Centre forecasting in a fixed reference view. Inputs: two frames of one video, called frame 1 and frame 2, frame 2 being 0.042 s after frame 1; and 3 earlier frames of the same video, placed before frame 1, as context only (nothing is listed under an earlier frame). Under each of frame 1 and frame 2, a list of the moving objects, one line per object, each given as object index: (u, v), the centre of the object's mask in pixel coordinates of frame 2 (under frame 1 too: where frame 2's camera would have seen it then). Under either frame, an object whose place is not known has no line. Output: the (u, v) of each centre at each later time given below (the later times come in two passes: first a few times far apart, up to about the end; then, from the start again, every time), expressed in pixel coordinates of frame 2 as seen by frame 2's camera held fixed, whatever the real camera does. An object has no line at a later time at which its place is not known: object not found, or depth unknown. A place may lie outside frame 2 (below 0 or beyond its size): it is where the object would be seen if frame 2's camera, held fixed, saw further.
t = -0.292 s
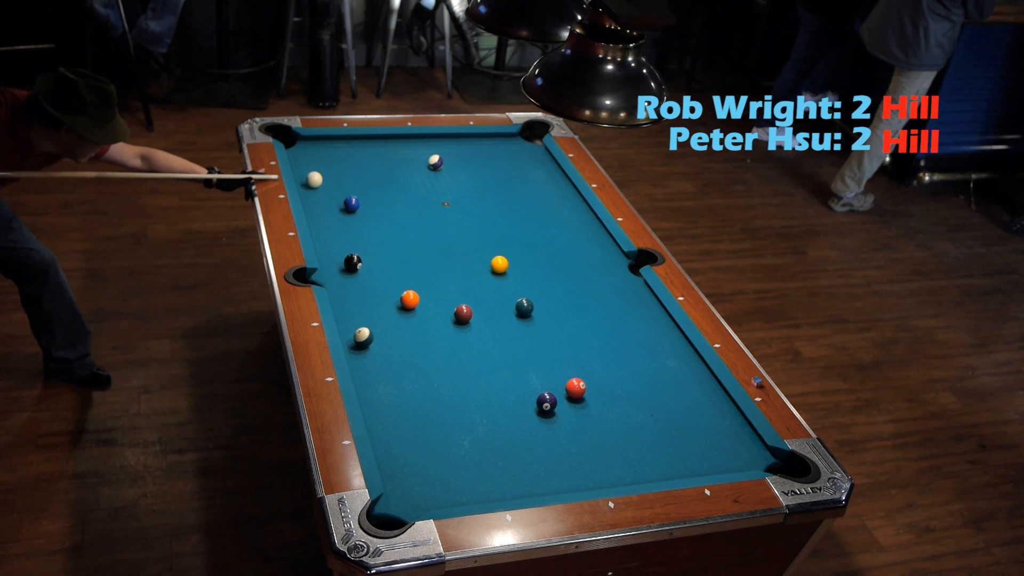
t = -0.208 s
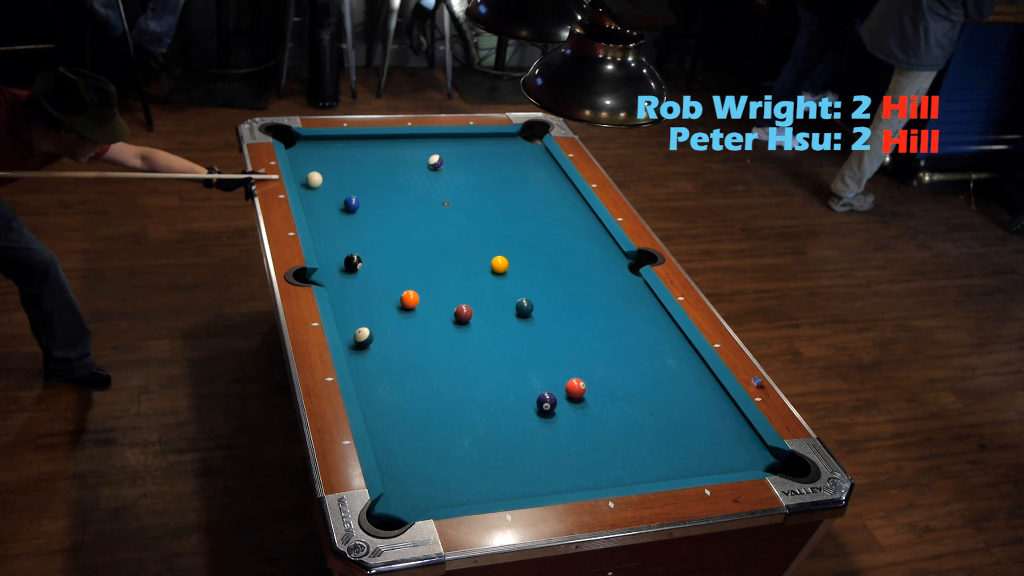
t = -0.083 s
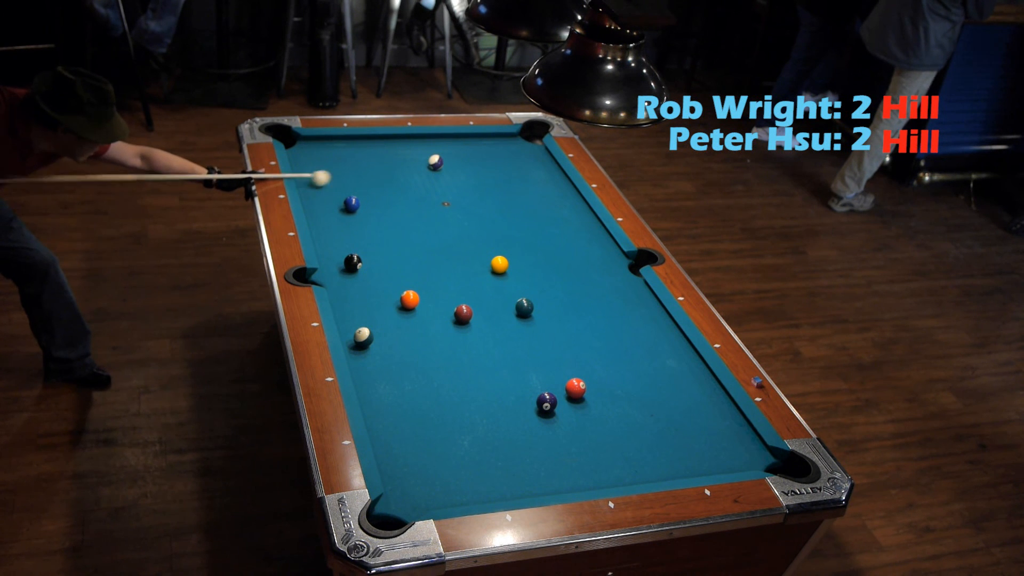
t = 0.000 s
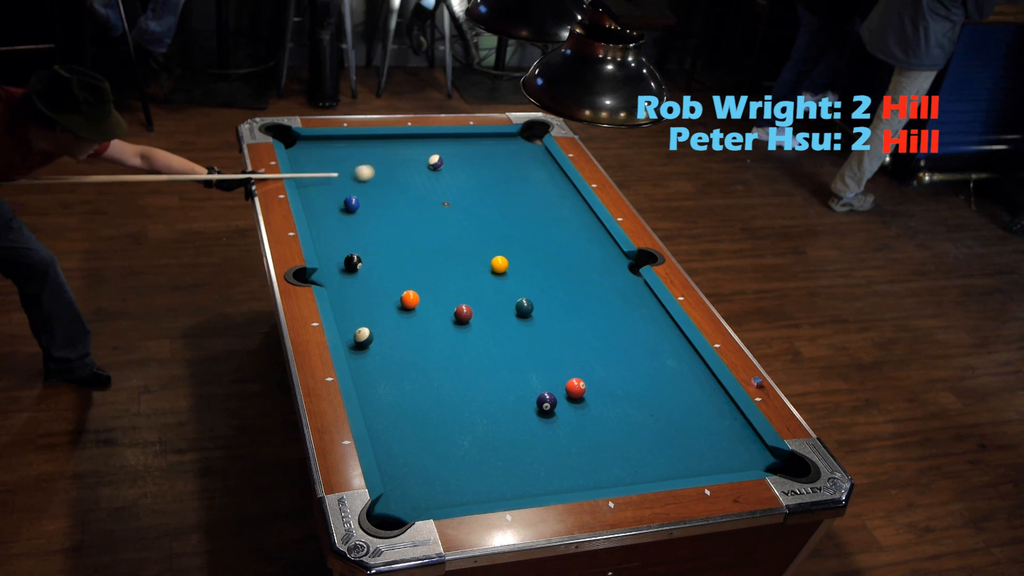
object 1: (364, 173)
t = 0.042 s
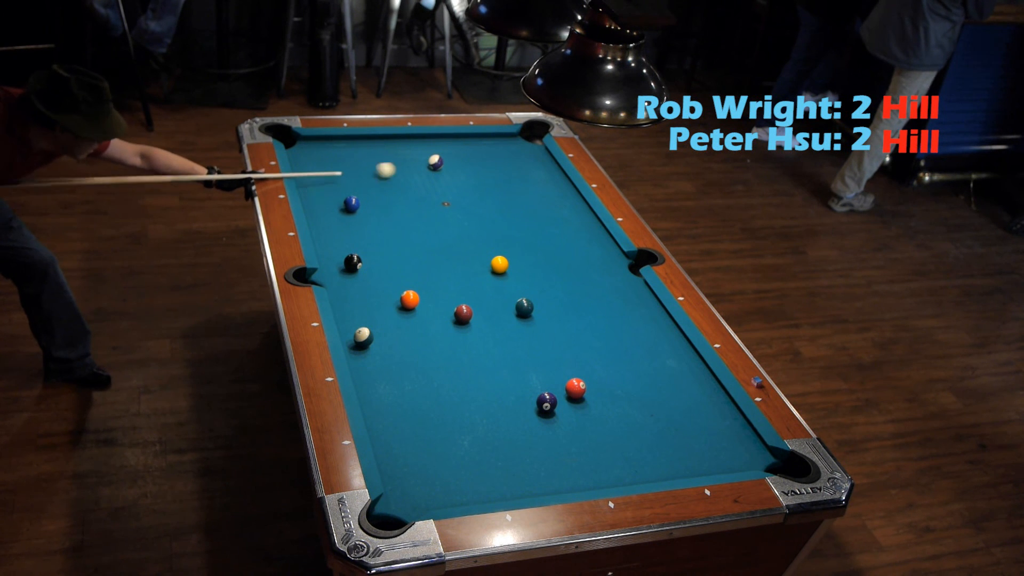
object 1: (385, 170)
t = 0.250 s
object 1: (437, 169)
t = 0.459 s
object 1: (471, 172)
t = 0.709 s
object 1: (512, 175)
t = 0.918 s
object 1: (544, 177)
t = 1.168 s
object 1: (554, 180)
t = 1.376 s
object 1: (541, 182)
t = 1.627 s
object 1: (526, 184)
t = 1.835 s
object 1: (514, 186)
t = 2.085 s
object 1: (501, 188)
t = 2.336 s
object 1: (488, 189)
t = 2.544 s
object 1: (479, 191)
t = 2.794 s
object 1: (469, 192)
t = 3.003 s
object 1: (461, 193)
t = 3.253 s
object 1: (452, 195)
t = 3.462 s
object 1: (447, 195)
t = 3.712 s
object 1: (441, 196)
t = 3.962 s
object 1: (436, 195)
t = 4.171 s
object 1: (433, 196)
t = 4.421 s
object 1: (430, 196)
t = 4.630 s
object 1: (429, 196)
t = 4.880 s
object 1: (429, 196)
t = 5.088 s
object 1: (429, 196)
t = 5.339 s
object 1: (429, 196)
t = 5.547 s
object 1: (429, 196)
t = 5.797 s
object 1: (429, 196)
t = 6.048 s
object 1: (429, 196)
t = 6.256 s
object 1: (429, 196)
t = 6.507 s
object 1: (429, 196)
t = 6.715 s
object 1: (429, 196)
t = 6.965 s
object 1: (429, 196)
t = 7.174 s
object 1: (429, 196)
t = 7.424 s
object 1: (429, 196)
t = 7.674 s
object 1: (429, 196)
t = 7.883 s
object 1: (429, 196)
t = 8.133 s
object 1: (429, 196)
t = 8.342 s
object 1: (429, 196)
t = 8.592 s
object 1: (429, 196)
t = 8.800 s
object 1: (429, 196)
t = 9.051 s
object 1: (429, 196)
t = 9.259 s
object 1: (429, 196)
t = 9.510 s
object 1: (429, 196)
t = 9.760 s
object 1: (429, 196)
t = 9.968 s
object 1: (429, 196)
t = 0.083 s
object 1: (406, 167)
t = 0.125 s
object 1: (424, 166)
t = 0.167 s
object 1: (427, 167)
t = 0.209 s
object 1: (431, 169)
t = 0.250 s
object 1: (437, 169)
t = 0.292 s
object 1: (443, 170)
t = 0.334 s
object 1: (450, 171)
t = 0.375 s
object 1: (457, 171)
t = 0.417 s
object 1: (464, 172)
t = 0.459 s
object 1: (471, 172)
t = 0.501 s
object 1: (478, 173)
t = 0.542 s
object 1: (485, 173)
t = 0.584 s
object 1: (492, 174)
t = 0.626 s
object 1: (498, 174)
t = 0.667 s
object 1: (505, 175)
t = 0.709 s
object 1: (512, 175)
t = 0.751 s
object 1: (518, 176)
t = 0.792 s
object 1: (525, 176)
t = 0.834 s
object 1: (531, 177)
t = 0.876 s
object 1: (538, 177)
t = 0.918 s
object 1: (544, 177)
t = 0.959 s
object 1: (550, 178)
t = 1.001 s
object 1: (556, 178)
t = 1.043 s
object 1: (563, 179)
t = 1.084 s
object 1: (560, 179)
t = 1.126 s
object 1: (557, 180)
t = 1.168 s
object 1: (554, 180)
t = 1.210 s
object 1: (552, 180)
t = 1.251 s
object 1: (549, 181)
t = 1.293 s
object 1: (546, 181)
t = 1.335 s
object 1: (544, 182)
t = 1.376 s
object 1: (541, 182)
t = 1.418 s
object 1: (539, 182)
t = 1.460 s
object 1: (536, 183)
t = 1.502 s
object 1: (533, 183)
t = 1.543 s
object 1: (531, 184)
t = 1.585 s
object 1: (528, 184)
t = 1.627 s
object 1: (526, 184)
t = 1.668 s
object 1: (523, 184)
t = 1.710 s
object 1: (521, 185)
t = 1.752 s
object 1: (519, 185)
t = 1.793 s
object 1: (516, 185)
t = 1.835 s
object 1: (514, 186)
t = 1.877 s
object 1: (512, 186)
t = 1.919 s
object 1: (509, 186)
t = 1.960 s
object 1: (507, 187)
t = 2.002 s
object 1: (505, 187)
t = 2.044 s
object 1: (503, 187)
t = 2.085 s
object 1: (501, 188)
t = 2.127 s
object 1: (498, 188)
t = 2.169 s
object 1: (496, 188)
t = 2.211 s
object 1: (494, 189)
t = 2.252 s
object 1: (492, 189)
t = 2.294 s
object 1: (490, 189)
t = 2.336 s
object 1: (488, 189)
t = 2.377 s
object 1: (486, 190)
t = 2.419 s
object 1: (485, 190)
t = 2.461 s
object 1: (483, 190)
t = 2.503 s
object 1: (481, 191)
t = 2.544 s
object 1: (479, 191)
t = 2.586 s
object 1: (477, 191)
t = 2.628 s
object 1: (475, 192)
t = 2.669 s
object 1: (474, 192)
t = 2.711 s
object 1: (472, 192)
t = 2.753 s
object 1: (470, 192)
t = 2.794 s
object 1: (469, 192)
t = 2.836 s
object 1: (467, 193)
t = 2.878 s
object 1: (465, 193)
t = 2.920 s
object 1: (464, 193)
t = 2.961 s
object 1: (462, 193)
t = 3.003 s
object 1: (461, 193)
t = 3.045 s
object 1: (459, 194)
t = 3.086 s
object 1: (458, 194)
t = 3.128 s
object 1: (456, 194)
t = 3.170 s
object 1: (455, 194)
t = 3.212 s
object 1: (454, 194)
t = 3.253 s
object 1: (452, 195)
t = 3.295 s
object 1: (451, 195)
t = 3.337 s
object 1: (450, 195)
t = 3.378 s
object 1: (449, 195)
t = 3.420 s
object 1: (448, 195)
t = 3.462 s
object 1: (447, 195)
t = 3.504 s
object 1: (446, 195)
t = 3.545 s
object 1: (445, 195)
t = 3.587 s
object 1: (444, 195)
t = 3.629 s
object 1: (443, 196)
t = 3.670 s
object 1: (442, 196)
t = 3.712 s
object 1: (441, 196)
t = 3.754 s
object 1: (440, 196)
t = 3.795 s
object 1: (439, 196)
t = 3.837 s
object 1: (438, 196)
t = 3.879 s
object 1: (438, 196)
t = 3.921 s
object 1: (437, 195)
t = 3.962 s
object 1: (436, 195)
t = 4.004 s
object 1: (435, 195)
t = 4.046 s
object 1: (435, 196)
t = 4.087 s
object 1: (434, 196)
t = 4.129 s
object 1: (433, 196)
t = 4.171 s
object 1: (433, 196)
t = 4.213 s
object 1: (432, 196)
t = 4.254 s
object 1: (432, 196)
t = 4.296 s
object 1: (431, 196)
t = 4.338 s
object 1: (431, 196)
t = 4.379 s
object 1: (430, 196)
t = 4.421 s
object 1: (430, 196)
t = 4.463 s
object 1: (430, 196)
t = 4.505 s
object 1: (429, 196)
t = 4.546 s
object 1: (429, 196)
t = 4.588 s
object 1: (429, 196)
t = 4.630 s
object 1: (429, 196)
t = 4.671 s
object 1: (429, 196)
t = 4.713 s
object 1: (429, 196)
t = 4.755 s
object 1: (429, 196)
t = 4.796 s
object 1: (429, 196)
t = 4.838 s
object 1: (429, 196)
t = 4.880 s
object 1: (429, 196)
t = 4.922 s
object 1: (429, 196)
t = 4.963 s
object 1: (429, 196)
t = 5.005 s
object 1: (429, 196)
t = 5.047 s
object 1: (429, 196)
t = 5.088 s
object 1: (429, 196)
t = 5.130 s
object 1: (429, 196)
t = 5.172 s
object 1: (429, 196)
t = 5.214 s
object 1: (429, 196)
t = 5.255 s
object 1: (429, 196)
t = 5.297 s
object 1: (429, 196)
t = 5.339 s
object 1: (429, 196)
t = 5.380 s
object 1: (429, 196)
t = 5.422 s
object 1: (429, 196)
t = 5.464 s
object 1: (429, 196)
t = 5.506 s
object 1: (429, 196)
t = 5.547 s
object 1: (429, 196)
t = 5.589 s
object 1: (429, 196)
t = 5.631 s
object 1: (429, 196)
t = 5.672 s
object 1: (429, 196)
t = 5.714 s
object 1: (429, 196)
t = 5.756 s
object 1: (429, 196)
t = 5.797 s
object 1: (429, 196)
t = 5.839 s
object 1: (429, 196)
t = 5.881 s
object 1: (429, 196)
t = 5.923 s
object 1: (429, 196)
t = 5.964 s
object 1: (429, 196)
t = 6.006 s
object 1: (429, 196)
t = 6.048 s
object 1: (429, 196)
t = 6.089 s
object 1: (429, 196)
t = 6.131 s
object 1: (429, 196)
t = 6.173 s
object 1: (429, 196)
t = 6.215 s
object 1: (429, 196)
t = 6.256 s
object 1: (429, 196)
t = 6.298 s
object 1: (429, 196)
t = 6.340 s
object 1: (429, 196)
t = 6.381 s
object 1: (429, 196)
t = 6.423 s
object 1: (429, 196)
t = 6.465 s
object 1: (429, 196)
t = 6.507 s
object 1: (429, 196)
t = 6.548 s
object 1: (429, 196)
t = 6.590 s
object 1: (429, 196)
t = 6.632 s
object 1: (429, 196)
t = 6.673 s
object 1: (429, 196)
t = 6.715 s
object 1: (429, 196)
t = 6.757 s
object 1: (429, 196)
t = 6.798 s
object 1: (429, 196)
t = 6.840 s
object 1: (429, 196)
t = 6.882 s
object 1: (429, 196)
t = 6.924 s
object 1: (429, 196)
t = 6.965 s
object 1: (429, 196)
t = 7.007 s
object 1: (429, 196)
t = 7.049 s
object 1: (429, 196)
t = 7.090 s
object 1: (429, 196)
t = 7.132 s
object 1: (429, 196)
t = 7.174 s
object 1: (429, 196)
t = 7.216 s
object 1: (429, 196)
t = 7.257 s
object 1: (429, 196)
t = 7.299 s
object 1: (429, 196)
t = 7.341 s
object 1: (429, 196)
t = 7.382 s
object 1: (429, 196)
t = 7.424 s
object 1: (429, 196)
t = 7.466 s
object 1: (429, 196)
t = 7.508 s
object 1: (429, 196)
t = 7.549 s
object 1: (429, 196)
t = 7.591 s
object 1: (429, 196)
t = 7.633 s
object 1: (429, 196)
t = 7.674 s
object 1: (429, 196)
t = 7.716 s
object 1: (429, 196)
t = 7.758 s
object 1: (429, 196)
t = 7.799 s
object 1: (429, 196)
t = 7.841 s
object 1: (429, 196)
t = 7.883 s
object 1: (429, 196)
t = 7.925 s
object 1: (429, 196)
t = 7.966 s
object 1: (429, 196)
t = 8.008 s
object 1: (429, 196)
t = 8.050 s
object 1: (429, 196)
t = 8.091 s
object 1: (429, 196)
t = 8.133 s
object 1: (429, 196)
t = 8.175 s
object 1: (429, 196)
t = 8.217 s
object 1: (429, 196)
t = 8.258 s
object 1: (429, 196)
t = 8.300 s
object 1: (429, 196)
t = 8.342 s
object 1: (429, 196)
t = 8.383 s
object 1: (429, 196)
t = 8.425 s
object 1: (429, 196)
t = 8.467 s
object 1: (429, 196)
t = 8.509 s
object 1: (429, 196)
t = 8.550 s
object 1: (429, 196)
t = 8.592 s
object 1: (429, 196)
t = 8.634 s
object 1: (429, 196)
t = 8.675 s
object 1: (429, 196)
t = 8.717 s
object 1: (429, 196)
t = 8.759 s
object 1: (429, 196)
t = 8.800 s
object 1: (429, 196)
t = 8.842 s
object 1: (429, 196)
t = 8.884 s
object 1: (429, 196)
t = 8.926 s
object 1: (429, 196)
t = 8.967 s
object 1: (429, 196)
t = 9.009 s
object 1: (429, 196)
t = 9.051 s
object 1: (429, 196)
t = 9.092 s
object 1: (429, 196)
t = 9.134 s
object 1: (429, 196)
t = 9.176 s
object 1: (429, 196)
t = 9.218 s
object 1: (429, 196)
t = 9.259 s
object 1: (429, 196)
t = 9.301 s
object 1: (429, 196)
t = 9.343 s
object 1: (429, 196)
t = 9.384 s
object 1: (429, 196)
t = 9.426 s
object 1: (429, 196)
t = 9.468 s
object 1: (429, 196)
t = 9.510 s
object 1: (429, 196)
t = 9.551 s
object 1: (429, 196)
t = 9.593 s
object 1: (429, 196)
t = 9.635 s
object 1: (429, 196)
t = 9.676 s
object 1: (429, 196)
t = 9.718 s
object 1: (429, 196)
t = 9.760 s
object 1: (429, 196)
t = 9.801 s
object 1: (429, 196)
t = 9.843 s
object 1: (429, 196)
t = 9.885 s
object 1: (429, 196)
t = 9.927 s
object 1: (429, 196)
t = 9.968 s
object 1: (429, 196)
